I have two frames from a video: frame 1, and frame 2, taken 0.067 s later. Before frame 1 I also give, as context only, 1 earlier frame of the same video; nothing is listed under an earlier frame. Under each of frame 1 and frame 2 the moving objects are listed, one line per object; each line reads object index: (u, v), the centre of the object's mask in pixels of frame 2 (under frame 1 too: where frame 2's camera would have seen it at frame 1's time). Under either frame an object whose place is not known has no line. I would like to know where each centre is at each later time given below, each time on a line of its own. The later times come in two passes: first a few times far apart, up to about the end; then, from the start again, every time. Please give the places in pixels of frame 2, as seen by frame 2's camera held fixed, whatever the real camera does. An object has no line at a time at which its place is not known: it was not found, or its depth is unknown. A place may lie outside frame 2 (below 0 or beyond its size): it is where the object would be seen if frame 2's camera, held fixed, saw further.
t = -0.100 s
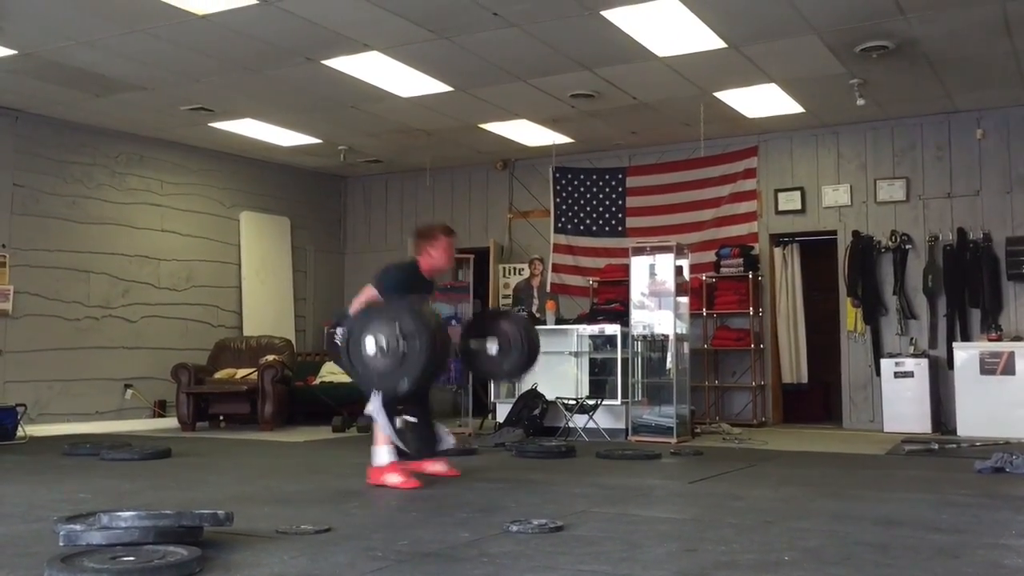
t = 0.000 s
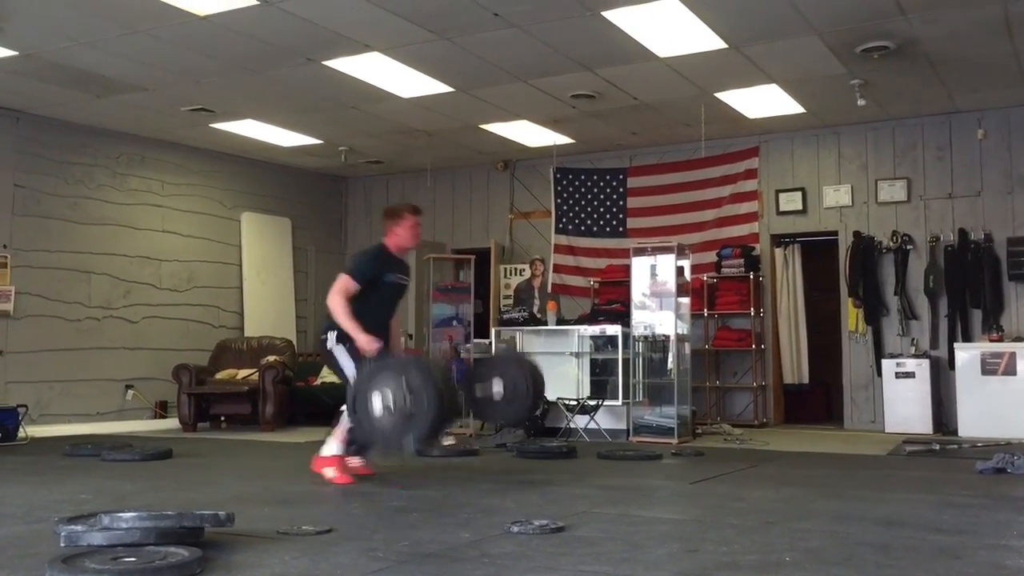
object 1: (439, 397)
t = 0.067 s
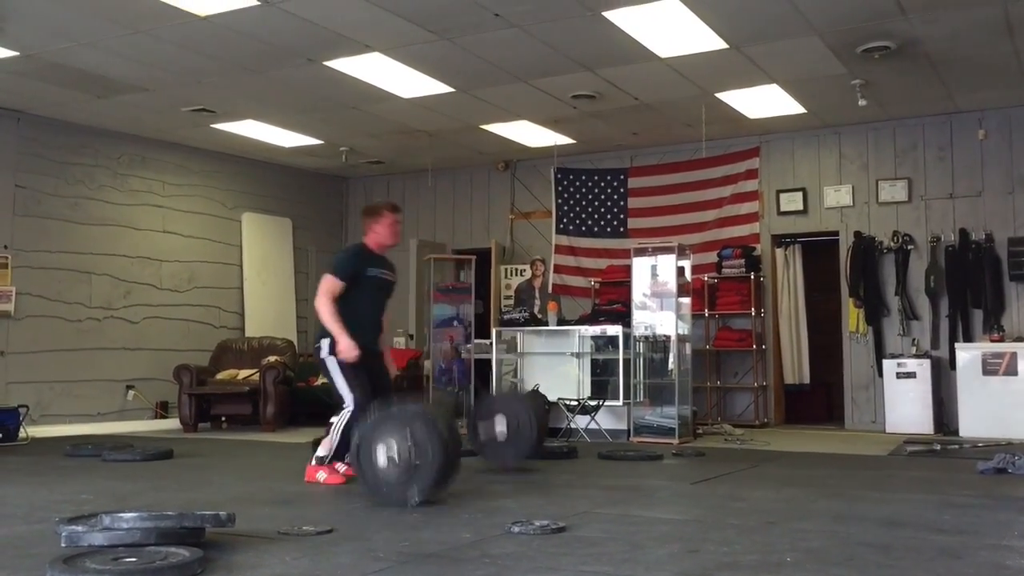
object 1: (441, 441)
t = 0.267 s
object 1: (449, 422)
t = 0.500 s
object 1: (458, 442)
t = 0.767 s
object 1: (468, 446)
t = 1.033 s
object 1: (477, 447)
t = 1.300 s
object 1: (484, 446)
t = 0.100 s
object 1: (444, 439)
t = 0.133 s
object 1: (444, 432)
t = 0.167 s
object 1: (445, 427)
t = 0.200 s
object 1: (447, 423)
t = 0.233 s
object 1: (448, 421)
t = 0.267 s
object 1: (449, 422)
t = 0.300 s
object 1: (450, 424)
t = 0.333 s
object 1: (451, 429)
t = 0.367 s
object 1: (451, 436)
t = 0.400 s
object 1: (452, 445)
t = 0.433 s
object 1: (455, 445)
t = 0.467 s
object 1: (456, 442)
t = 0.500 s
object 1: (458, 442)
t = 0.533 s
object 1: (459, 444)
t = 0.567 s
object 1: (461, 447)
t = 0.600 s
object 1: (462, 446)
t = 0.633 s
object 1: (463, 446)
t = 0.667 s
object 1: (464, 446)
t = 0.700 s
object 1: (466, 446)
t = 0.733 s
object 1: (467, 447)
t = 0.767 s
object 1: (468, 446)
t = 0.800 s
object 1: (469, 447)
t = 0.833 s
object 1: (471, 447)
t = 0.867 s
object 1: (472, 447)
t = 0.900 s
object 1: (473, 447)
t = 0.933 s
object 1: (474, 447)
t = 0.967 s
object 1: (475, 447)
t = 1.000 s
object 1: (476, 447)
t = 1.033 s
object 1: (477, 447)
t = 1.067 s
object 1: (478, 447)
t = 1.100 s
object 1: (479, 446)
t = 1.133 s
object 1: (480, 446)
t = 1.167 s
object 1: (481, 446)
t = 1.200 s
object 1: (482, 446)
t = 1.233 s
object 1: (482, 446)
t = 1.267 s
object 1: (483, 446)
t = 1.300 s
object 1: (484, 446)
